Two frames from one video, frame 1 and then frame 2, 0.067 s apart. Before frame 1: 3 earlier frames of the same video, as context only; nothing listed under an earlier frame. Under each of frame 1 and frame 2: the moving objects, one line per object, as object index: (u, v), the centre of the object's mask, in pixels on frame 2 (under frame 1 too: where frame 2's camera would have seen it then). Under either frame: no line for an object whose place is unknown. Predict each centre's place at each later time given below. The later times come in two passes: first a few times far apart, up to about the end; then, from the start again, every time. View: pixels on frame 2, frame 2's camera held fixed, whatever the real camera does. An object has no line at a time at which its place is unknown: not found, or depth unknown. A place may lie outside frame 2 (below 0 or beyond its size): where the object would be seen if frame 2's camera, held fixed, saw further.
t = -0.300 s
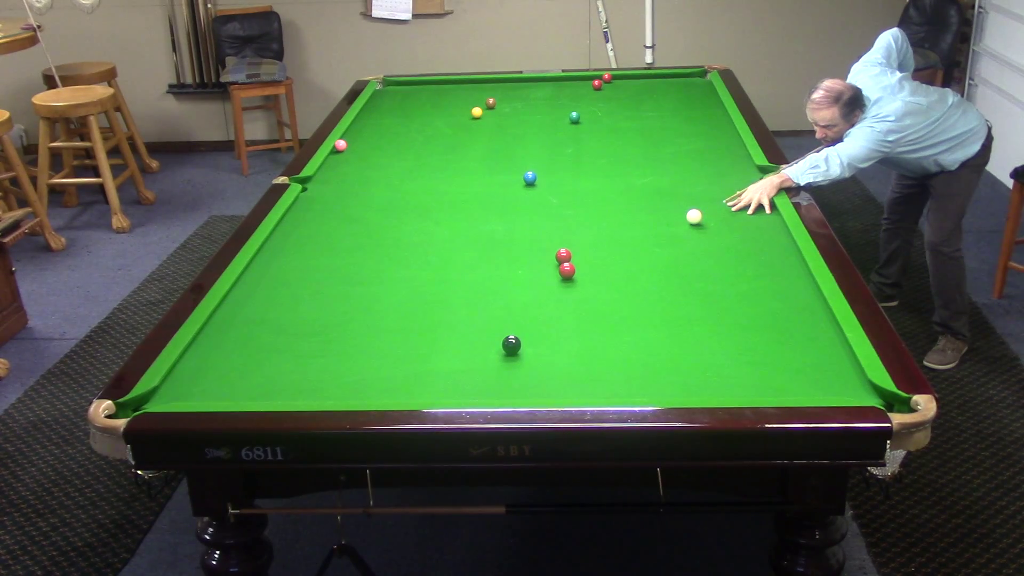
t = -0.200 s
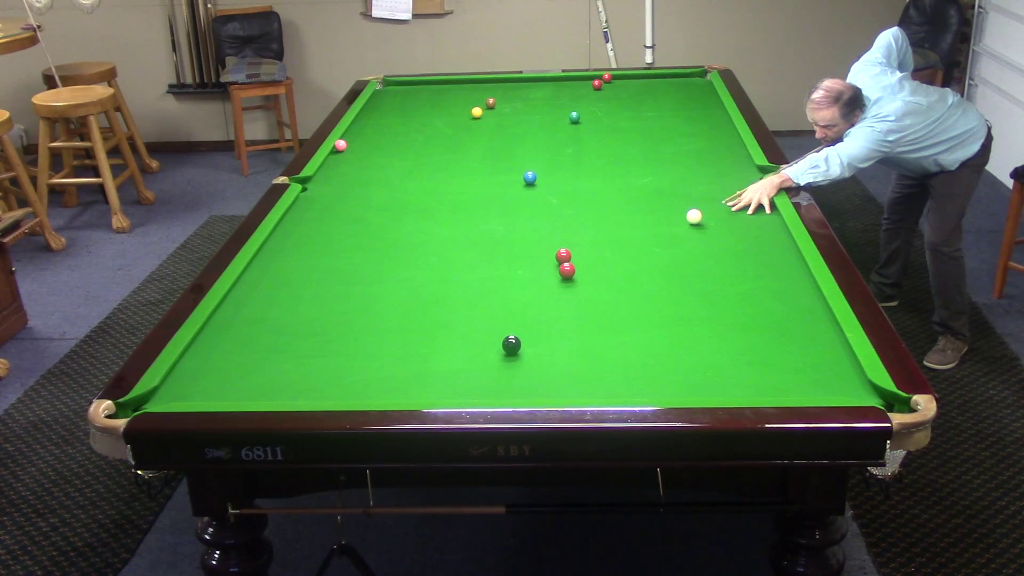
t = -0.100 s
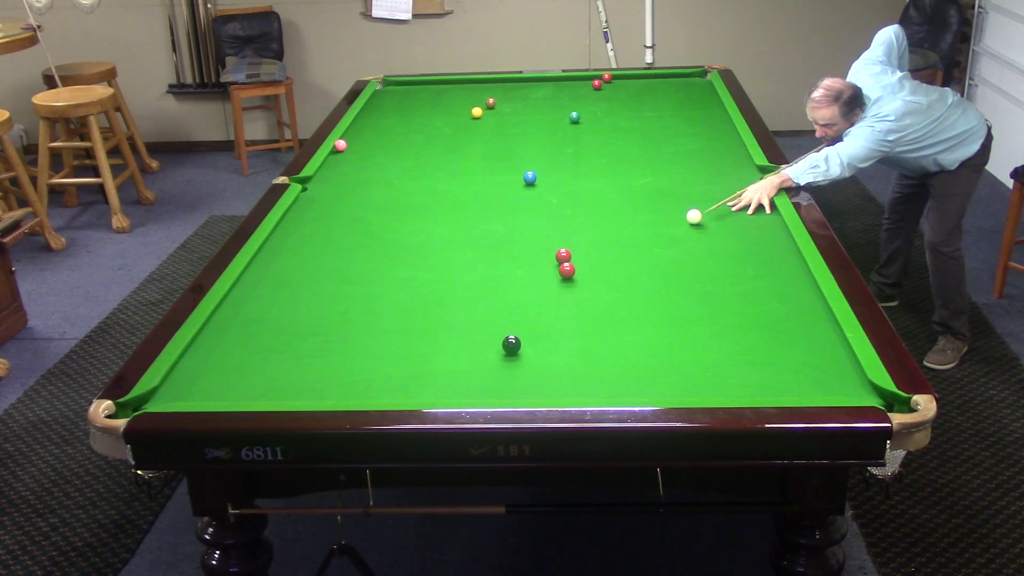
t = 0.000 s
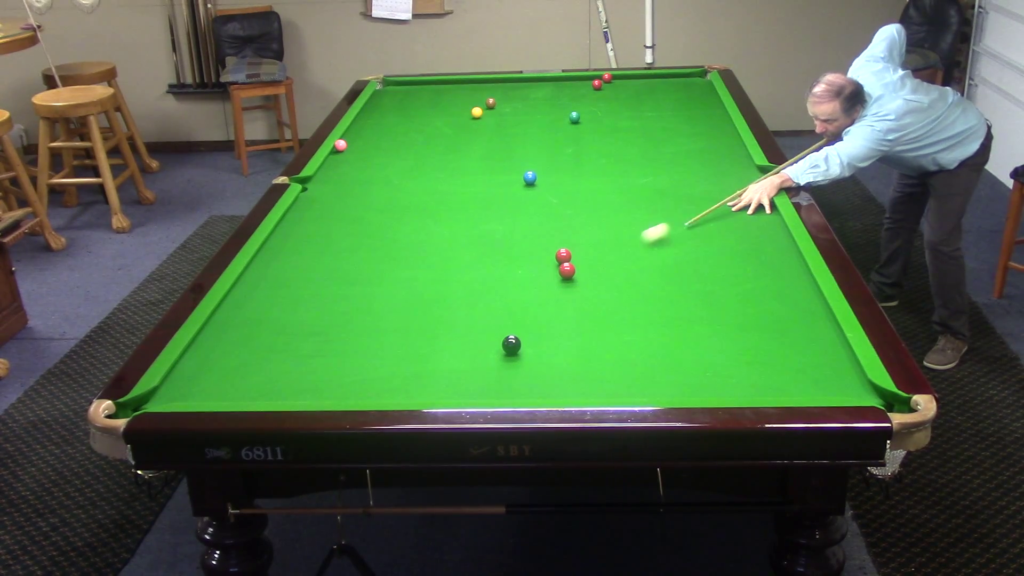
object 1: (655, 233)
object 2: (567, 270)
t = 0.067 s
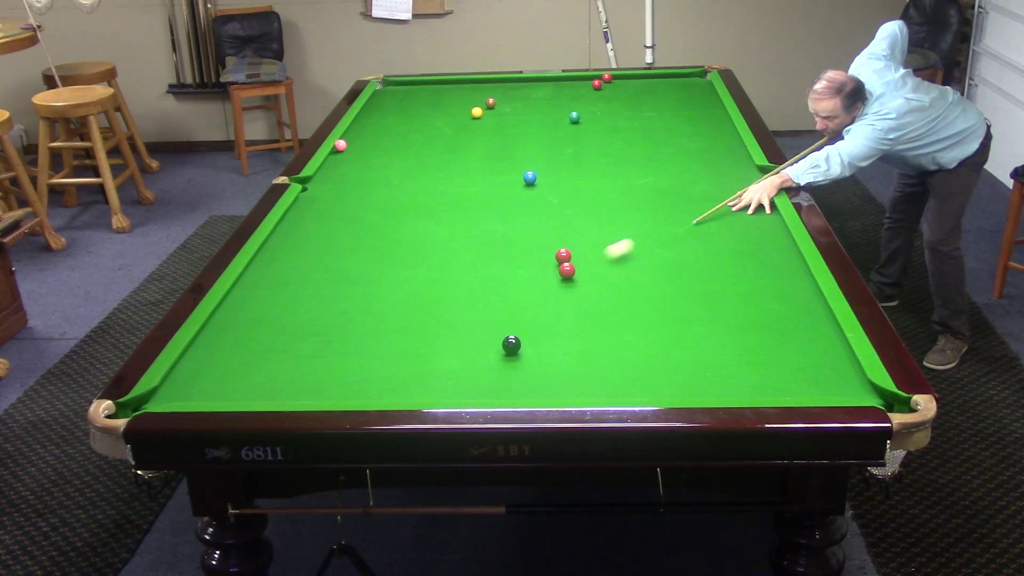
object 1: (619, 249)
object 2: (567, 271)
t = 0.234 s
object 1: (586, 270)
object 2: (508, 287)
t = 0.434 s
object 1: (598, 276)
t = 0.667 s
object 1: (612, 282)
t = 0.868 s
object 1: (623, 287)
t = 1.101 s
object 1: (636, 292)
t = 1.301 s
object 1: (647, 297)
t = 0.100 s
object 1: (601, 257)
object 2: (566, 271)
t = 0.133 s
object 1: (585, 264)
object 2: (566, 271)
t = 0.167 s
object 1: (582, 268)
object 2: (548, 275)
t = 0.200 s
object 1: (584, 269)
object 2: (528, 281)
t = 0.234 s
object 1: (586, 270)
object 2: (508, 287)
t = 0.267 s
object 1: (588, 271)
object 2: (489, 294)
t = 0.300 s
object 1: (590, 272)
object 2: (470, 300)
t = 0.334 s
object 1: (592, 273)
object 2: (451, 305)
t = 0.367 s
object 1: (594, 274)
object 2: (433, 311)
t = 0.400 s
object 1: (596, 274)
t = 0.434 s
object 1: (598, 276)
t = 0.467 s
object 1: (600, 276)
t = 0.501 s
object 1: (602, 277)
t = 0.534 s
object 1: (604, 278)
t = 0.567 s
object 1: (606, 279)
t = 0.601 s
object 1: (608, 280)
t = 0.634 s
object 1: (610, 281)
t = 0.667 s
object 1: (612, 282)
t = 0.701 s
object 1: (614, 283)
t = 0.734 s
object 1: (616, 283)
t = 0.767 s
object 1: (618, 284)
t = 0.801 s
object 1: (620, 285)
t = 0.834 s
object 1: (621, 286)
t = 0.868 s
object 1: (623, 287)
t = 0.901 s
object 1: (625, 287)
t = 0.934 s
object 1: (627, 288)
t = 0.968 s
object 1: (629, 289)
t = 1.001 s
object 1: (631, 290)
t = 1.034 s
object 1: (633, 291)
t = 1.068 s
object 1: (634, 292)
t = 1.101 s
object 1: (636, 292)
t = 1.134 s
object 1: (638, 293)
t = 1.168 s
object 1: (640, 294)
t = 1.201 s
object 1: (641, 295)
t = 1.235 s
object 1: (643, 296)
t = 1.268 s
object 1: (645, 296)
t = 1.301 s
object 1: (647, 297)
